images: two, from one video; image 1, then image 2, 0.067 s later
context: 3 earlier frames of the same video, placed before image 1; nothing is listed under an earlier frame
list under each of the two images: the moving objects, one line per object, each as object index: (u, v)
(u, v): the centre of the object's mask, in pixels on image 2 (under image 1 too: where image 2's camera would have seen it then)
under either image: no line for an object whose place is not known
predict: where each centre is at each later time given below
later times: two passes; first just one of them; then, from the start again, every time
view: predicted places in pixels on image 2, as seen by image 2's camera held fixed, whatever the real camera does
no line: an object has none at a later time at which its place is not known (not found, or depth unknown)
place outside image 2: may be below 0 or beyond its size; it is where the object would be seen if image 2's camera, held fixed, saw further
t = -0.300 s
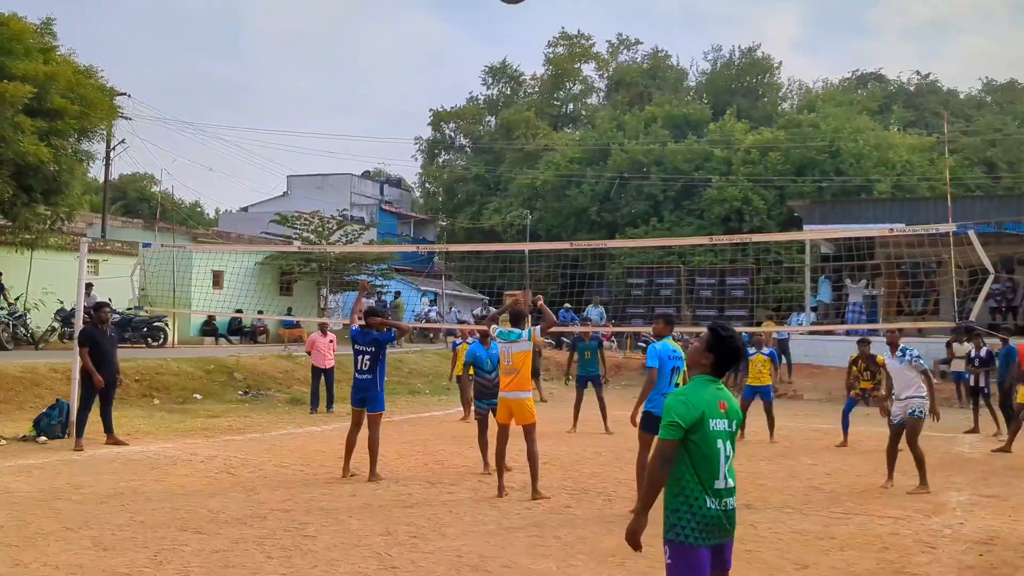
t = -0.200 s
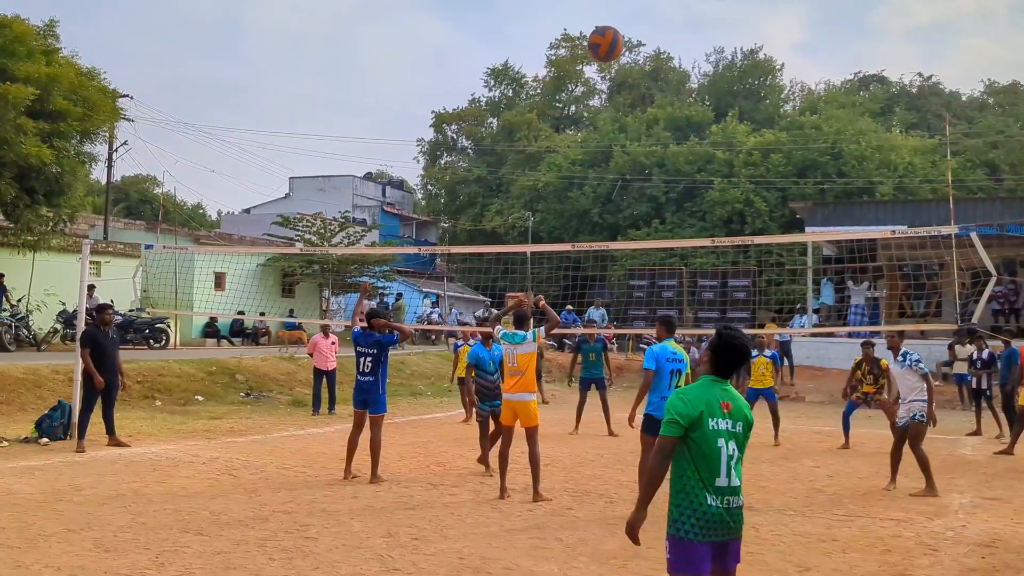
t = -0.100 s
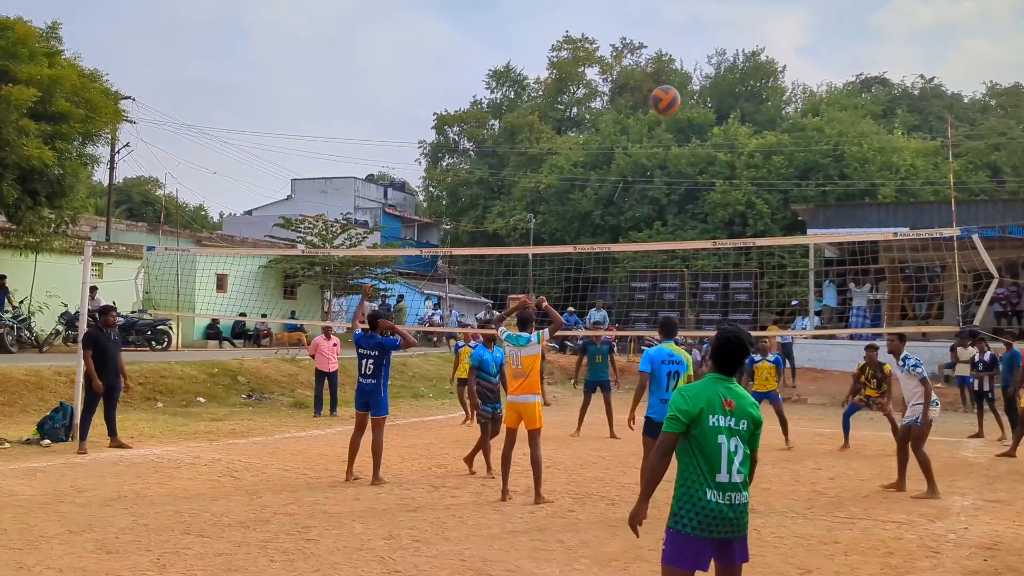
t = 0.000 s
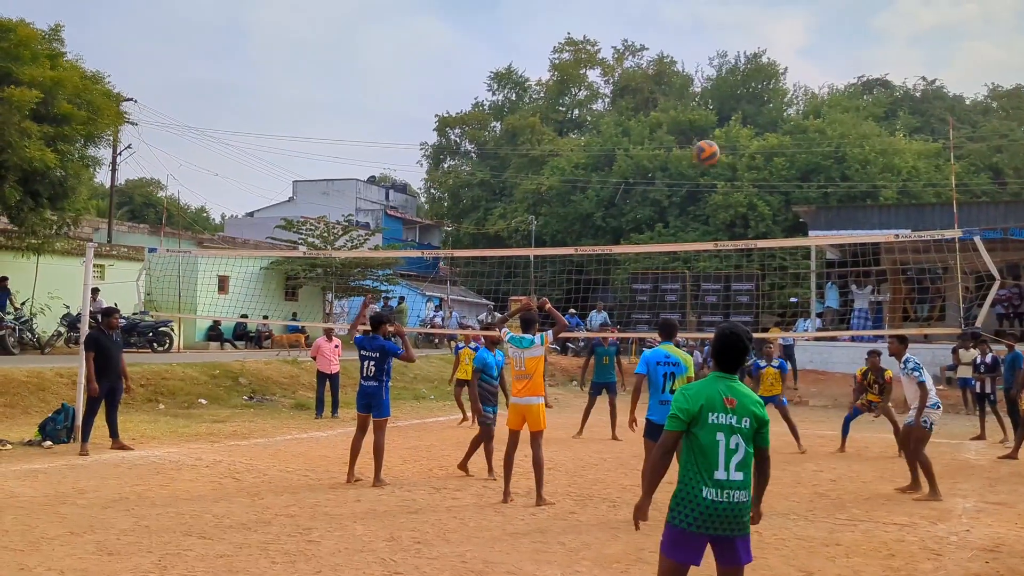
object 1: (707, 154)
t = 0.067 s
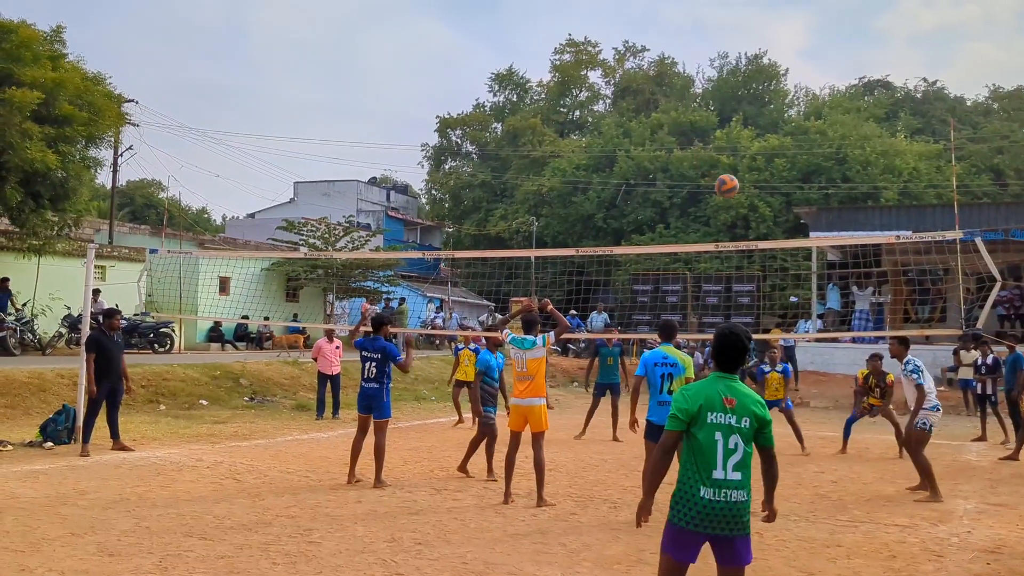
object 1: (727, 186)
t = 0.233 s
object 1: (761, 262)
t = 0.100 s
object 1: (735, 202)
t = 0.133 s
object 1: (743, 217)
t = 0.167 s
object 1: (749, 231)
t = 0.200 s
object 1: (758, 253)
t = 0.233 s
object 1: (761, 262)
